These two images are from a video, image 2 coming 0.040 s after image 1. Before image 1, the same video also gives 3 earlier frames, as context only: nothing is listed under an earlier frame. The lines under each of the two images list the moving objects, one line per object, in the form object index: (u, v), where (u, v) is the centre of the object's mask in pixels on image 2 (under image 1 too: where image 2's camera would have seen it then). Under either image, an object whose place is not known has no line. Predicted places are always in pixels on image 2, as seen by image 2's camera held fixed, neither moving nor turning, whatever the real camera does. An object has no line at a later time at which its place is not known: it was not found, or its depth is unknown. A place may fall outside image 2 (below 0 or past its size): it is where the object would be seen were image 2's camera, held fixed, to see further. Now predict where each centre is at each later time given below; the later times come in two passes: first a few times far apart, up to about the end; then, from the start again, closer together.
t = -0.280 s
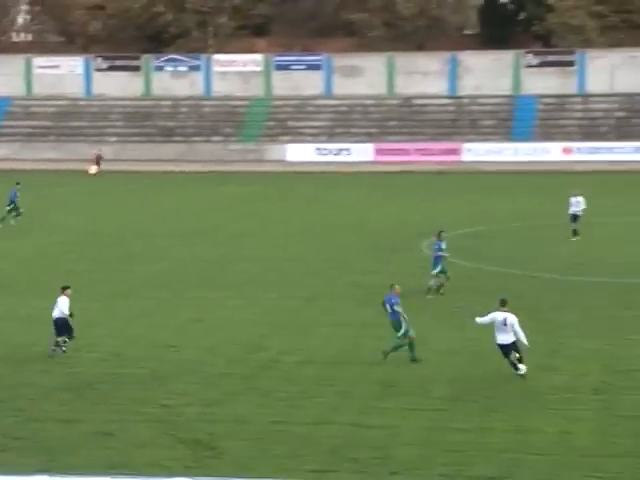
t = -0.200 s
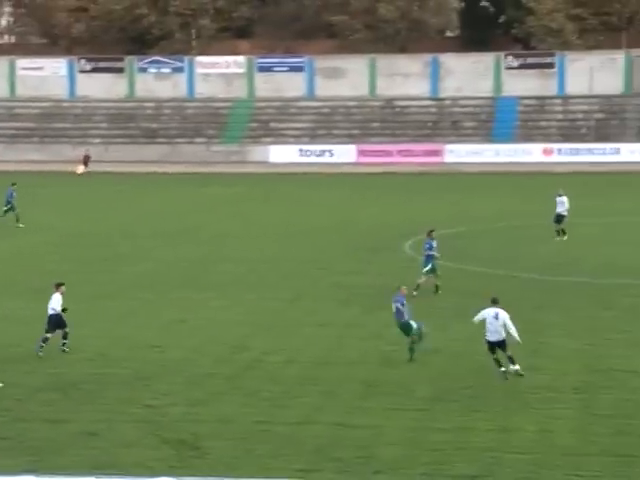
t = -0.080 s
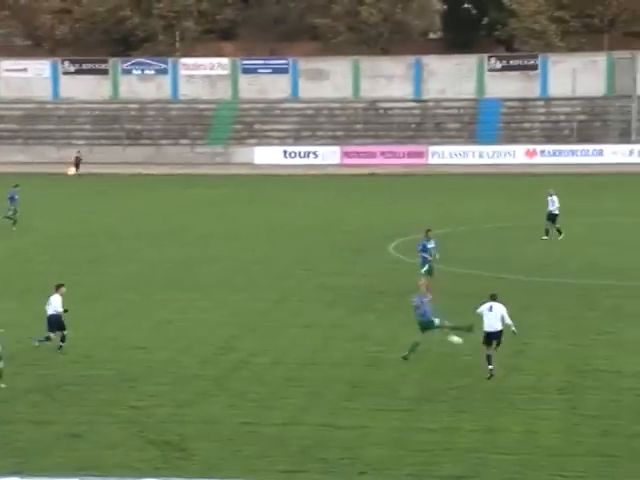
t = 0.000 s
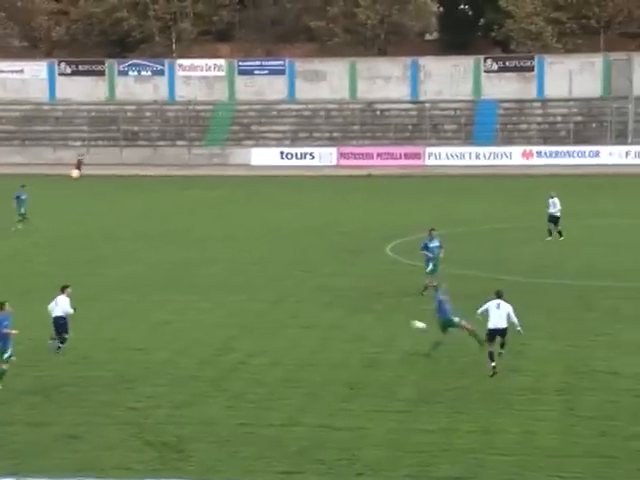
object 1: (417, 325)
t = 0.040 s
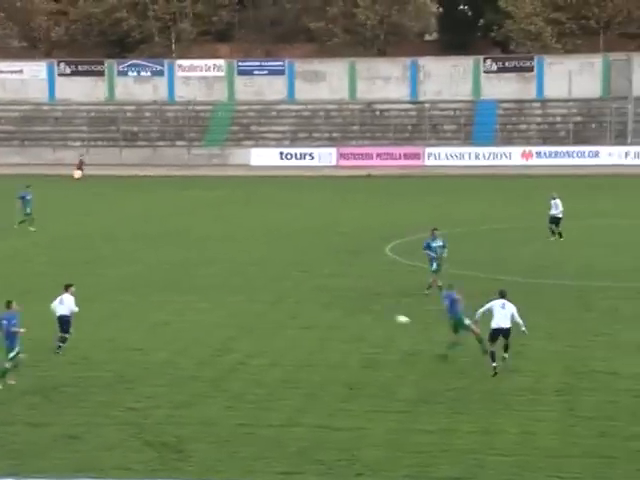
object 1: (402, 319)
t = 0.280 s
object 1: (312, 301)
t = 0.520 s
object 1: (239, 290)
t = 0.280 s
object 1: (312, 301)
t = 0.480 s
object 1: (249, 294)
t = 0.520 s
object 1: (239, 290)
